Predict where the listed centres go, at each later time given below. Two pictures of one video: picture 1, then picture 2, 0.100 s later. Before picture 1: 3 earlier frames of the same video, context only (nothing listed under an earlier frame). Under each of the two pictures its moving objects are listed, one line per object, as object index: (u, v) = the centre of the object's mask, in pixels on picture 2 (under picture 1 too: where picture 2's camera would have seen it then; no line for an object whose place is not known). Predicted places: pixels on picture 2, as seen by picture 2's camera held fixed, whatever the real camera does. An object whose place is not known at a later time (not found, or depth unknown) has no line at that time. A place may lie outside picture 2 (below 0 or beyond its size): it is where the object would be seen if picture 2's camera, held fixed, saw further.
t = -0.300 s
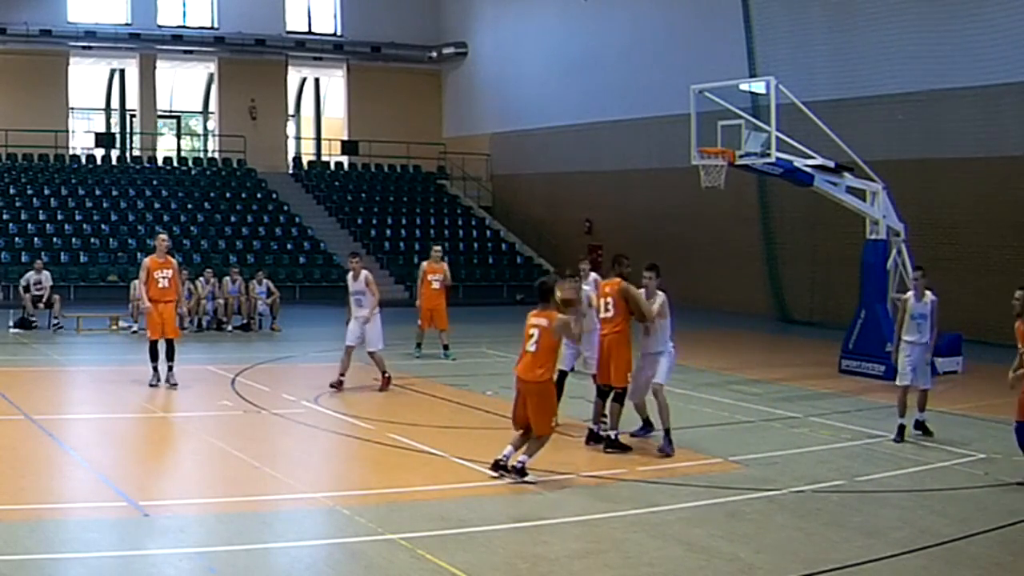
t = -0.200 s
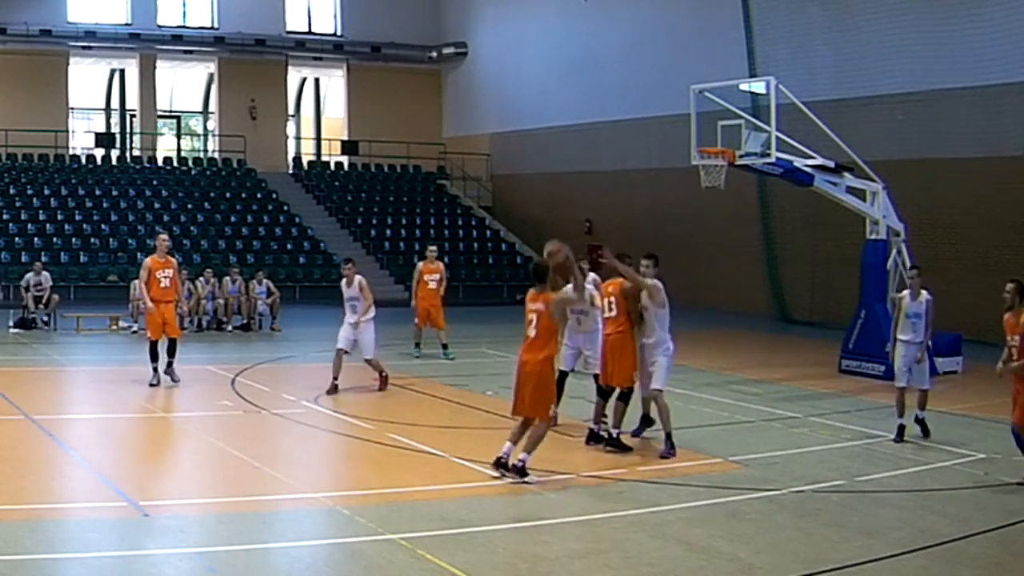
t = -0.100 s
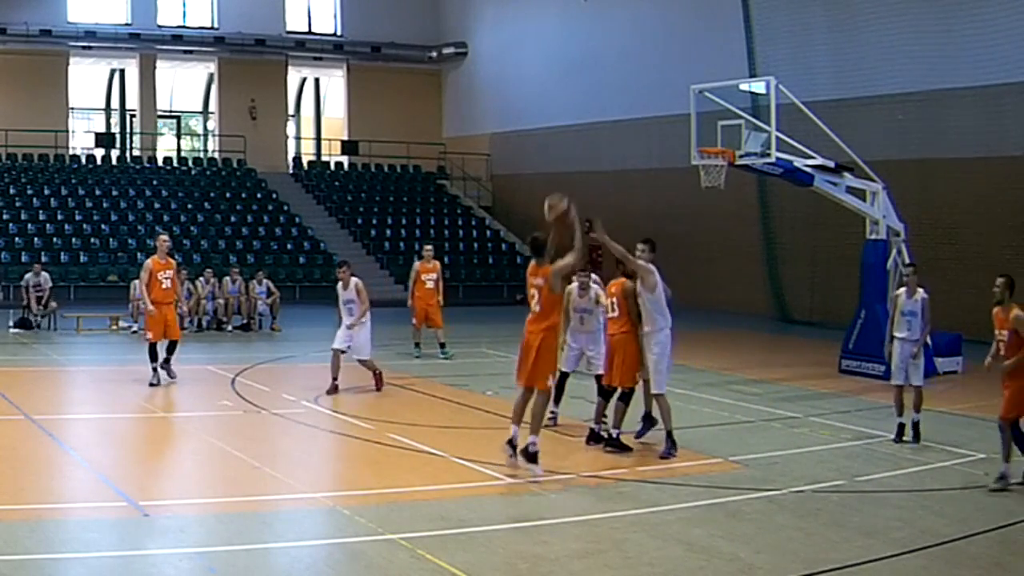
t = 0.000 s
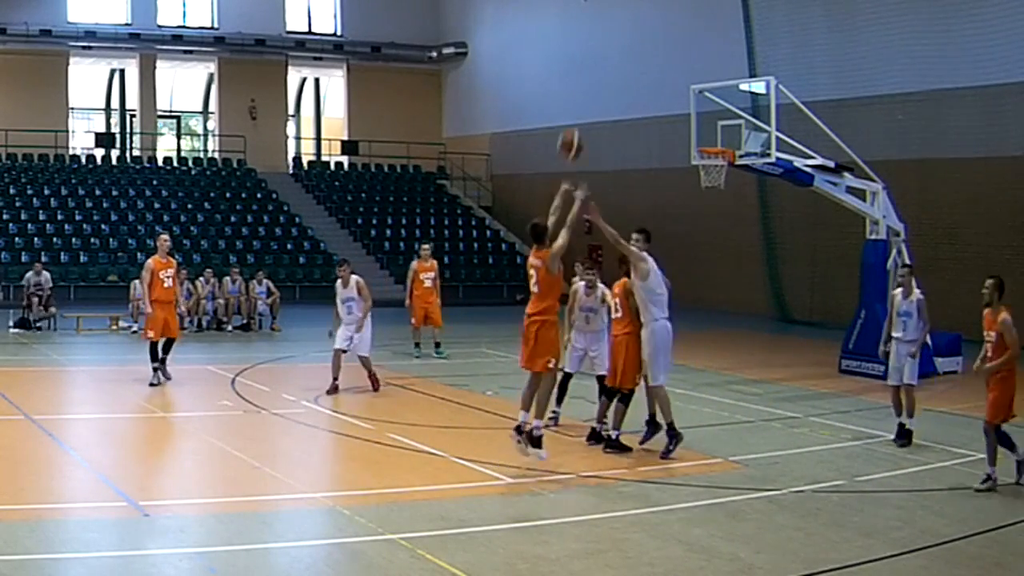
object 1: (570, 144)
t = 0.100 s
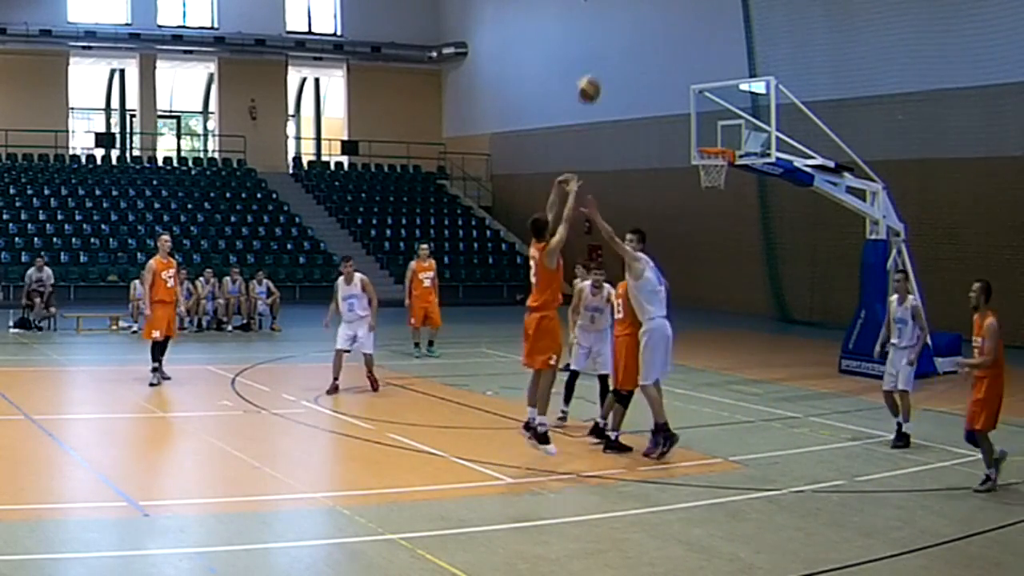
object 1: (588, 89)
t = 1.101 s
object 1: (711, 124)
